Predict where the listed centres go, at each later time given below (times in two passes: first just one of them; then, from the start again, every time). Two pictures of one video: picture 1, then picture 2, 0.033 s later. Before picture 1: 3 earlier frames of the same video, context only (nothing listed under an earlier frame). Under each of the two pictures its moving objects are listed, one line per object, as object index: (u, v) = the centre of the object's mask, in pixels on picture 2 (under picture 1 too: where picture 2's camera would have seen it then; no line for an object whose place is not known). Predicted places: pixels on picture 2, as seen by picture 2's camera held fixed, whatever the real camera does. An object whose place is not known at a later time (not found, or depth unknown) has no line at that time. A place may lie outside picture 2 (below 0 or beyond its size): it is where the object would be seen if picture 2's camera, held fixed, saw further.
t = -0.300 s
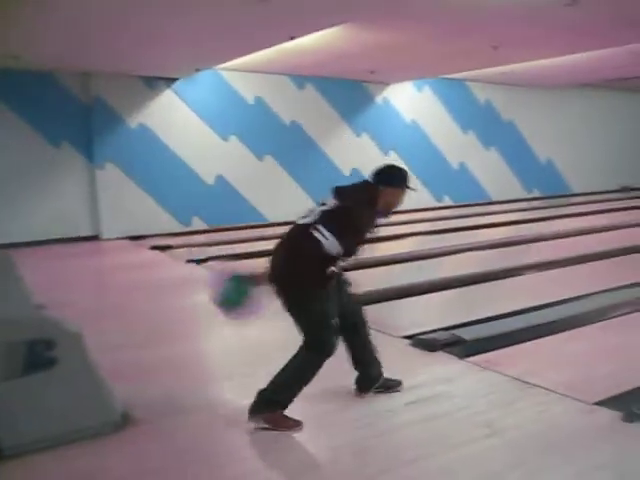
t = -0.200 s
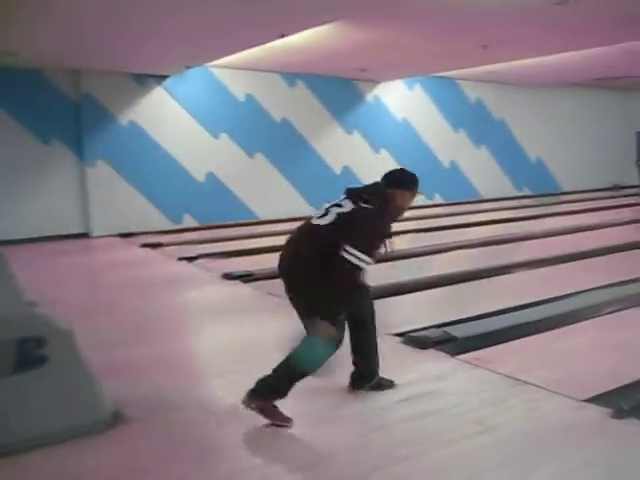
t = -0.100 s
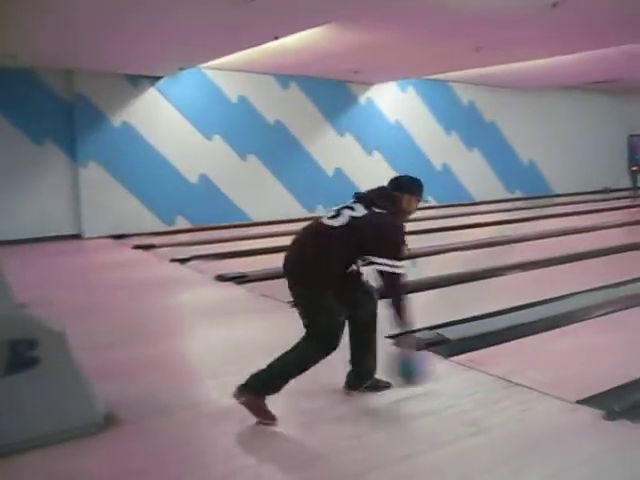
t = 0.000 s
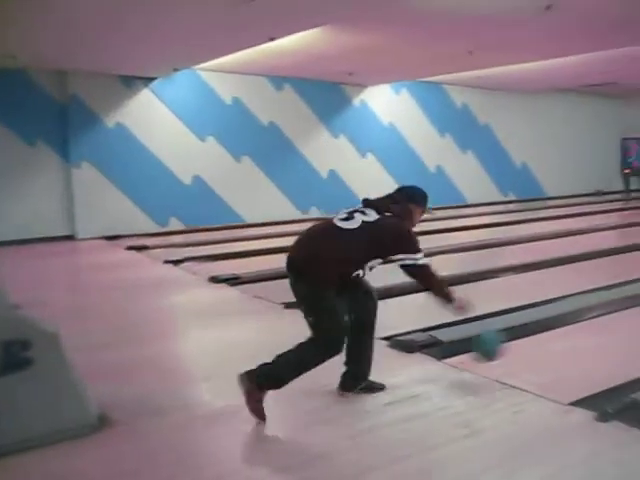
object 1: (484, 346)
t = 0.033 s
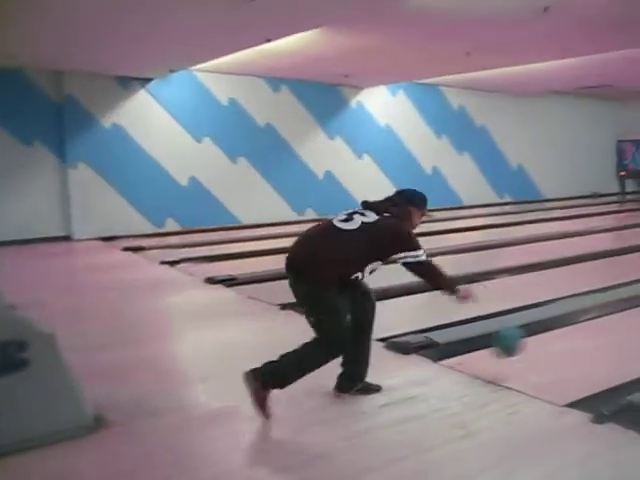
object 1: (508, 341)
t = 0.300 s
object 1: (644, 315)
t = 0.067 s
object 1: (529, 336)
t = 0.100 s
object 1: (548, 334)
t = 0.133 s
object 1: (569, 334)
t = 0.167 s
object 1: (587, 336)
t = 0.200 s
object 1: (605, 332)
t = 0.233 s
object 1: (622, 327)
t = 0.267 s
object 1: (635, 321)
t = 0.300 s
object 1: (644, 315)
